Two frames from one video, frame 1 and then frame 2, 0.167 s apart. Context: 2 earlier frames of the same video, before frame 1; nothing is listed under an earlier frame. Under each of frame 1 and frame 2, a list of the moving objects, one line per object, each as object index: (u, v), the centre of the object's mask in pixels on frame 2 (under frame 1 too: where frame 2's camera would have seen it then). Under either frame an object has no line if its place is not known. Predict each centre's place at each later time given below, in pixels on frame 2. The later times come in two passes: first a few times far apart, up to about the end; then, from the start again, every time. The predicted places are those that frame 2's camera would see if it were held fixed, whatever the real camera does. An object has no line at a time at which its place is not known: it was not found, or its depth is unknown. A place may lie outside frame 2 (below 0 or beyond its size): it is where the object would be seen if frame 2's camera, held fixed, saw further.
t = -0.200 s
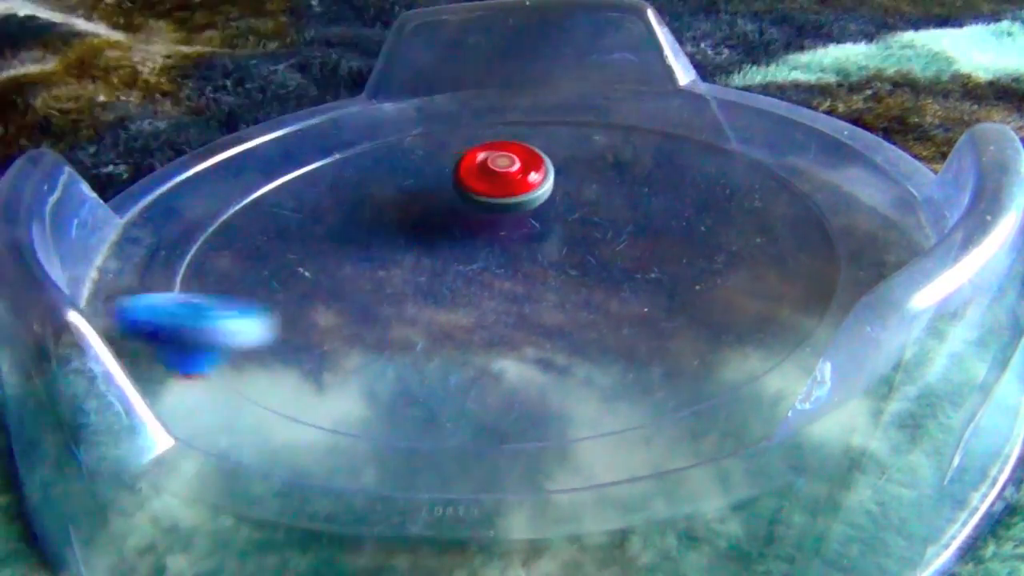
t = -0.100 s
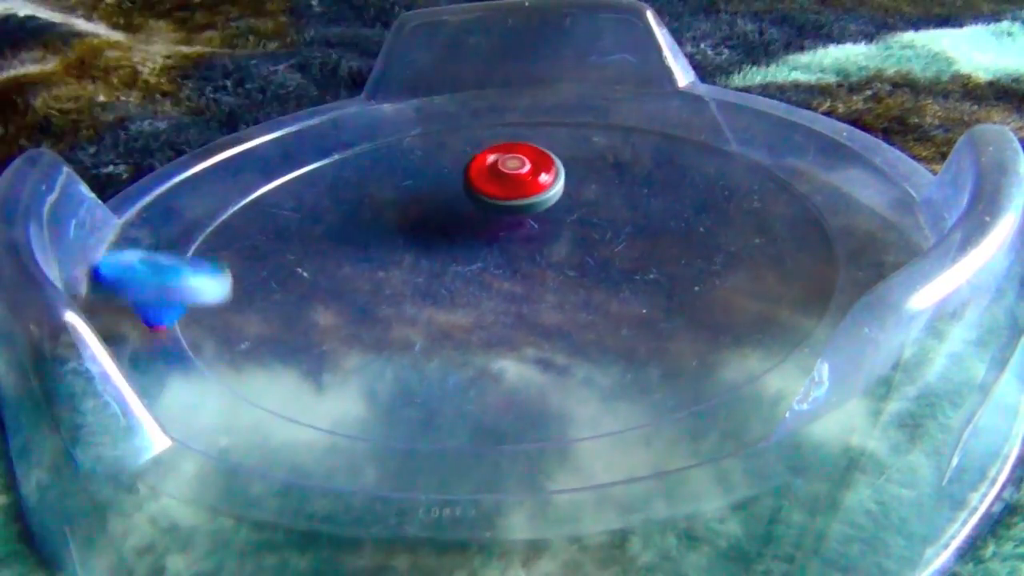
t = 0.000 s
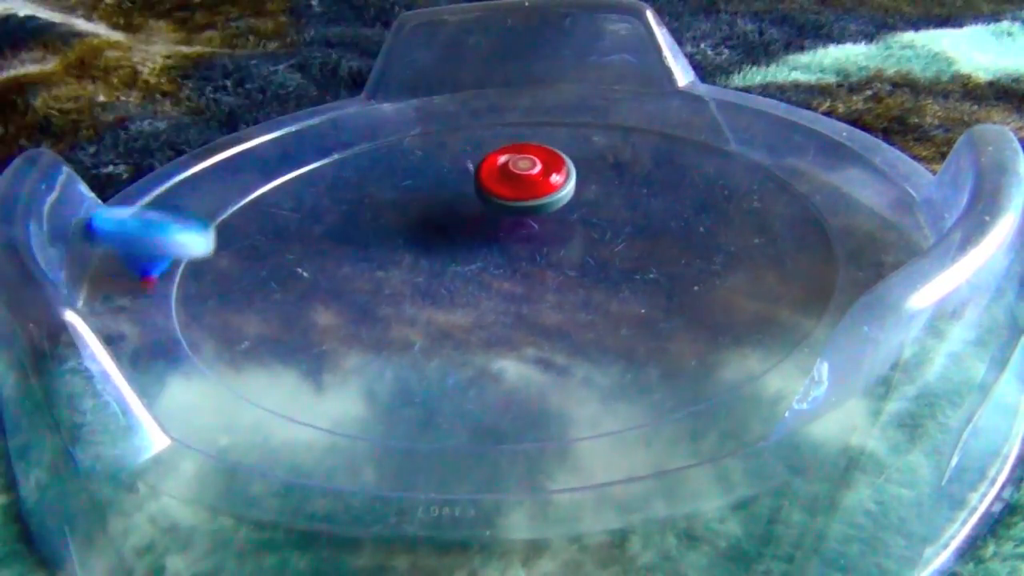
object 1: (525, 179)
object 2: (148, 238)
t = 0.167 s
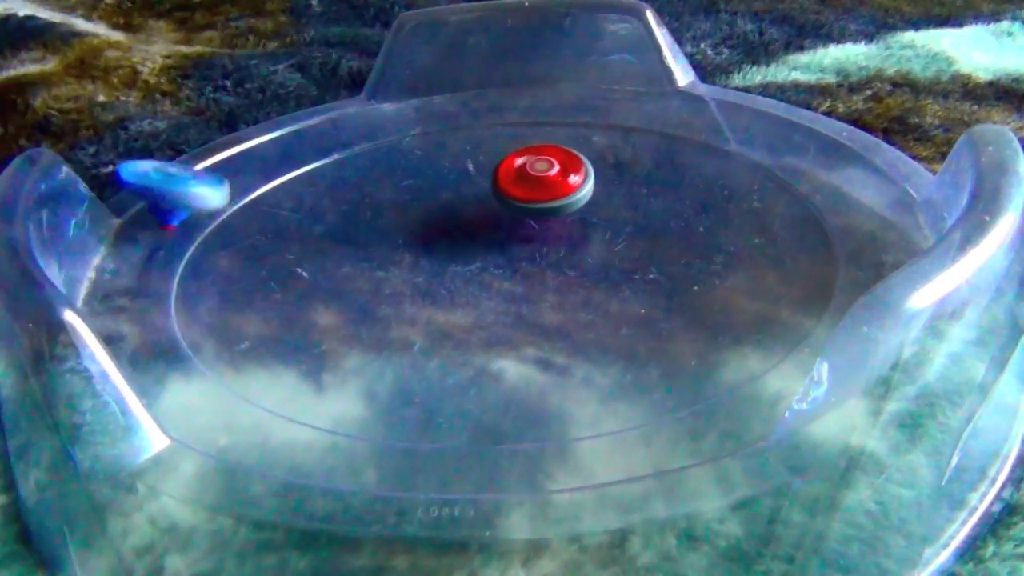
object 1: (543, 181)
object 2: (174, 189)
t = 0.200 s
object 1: (547, 181)
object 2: (166, 181)
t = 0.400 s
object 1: (566, 186)
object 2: (150, 178)
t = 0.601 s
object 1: (582, 193)
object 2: (146, 177)
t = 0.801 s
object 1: (600, 202)
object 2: (159, 165)
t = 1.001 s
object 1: (617, 210)
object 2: (180, 151)
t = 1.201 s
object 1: (626, 218)
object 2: (200, 140)
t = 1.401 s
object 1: (632, 229)
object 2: (225, 128)
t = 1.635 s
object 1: (641, 245)
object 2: (261, 113)
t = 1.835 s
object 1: (647, 256)
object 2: (292, 102)
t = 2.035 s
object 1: (641, 265)
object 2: (312, 96)
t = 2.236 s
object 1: (626, 277)
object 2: (327, 99)
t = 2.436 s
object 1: (608, 291)
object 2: (338, 100)
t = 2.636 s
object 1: (588, 304)
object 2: (398, 180)
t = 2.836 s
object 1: (566, 312)
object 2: (644, 216)
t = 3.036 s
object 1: (539, 320)
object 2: (713, 97)
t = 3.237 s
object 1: (511, 323)
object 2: (622, 90)
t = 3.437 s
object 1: (478, 324)
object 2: (496, 192)
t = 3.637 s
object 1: (360, 379)
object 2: (688, 214)
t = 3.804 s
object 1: (419, 377)
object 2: (745, 112)
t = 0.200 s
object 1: (547, 181)
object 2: (166, 181)
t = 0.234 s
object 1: (550, 182)
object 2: (153, 175)
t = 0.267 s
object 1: (554, 183)
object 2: (144, 170)
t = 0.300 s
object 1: (557, 183)
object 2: (145, 176)
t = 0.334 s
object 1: (560, 184)
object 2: (141, 177)
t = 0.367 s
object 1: (563, 184)
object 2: (147, 179)
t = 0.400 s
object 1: (566, 186)
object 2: (150, 178)
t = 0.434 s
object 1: (569, 187)
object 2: (149, 176)
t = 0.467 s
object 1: (572, 188)
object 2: (145, 173)
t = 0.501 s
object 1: (574, 189)
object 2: (146, 175)
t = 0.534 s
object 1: (577, 190)
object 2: (146, 175)
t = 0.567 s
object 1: (580, 191)
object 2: (144, 175)
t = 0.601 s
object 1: (582, 193)
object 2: (146, 177)
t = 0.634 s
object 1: (585, 194)
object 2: (147, 176)
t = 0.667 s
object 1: (588, 195)
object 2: (148, 173)
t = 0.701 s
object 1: (591, 197)
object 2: (151, 172)
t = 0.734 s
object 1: (594, 198)
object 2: (153, 170)
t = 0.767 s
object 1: (597, 200)
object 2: (157, 169)
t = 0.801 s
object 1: (600, 202)
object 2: (159, 165)
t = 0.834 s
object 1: (603, 203)
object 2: (163, 163)
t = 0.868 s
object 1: (606, 205)
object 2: (167, 160)
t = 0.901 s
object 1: (609, 206)
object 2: (170, 157)
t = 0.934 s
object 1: (612, 208)
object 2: (174, 155)
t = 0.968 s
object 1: (615, 209)
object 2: (177, 153)
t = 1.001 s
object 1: (617, 210)
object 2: (180, 151)
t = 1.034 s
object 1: (619, 212)
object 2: (183, 149)
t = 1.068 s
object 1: (620, 213)
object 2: (185, 147)
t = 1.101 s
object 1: (622, 214)
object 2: (190, 147)
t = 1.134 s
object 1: (623, 216)
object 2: (193, 144)
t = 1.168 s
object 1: (625, 217)
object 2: (195, 142)
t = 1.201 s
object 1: (626, 218)
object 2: (200, 140)
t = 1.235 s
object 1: (627, 219)
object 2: (203, 139)
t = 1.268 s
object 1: (628, 221)
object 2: (207, 138)
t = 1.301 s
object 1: (628, 223)
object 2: (211, 134)
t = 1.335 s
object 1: (629, 225)
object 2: (215, 132)
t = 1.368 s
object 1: (630, 227)
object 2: (220, 130)
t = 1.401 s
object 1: (632, 229)
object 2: (225, 128)
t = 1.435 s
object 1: (633, 231)
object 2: (229, 125)
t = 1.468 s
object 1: (634, 233)
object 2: (235, 124)
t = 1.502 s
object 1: (635, 236)
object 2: (241, 121)
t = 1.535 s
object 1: (636, 238)
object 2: (244, 119)
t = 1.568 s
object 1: (638, 241)
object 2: (250, 117)
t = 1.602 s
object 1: (639, 243)
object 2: (255, 116)
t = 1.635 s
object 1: (641, 245)
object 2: (261, 113)
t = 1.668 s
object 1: (643, 247)
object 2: (266, 110)
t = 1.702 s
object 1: (645, 249)
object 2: (273, 111)
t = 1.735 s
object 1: (646, 251)
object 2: (279, 111)
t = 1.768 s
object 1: (647, 253)
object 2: (284, 108)
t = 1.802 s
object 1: (647, 254)
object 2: (288, 105)
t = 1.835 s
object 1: (647, 256)
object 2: (292, 102)
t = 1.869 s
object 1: (647, 257)
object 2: (296, 108)
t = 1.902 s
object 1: (646, 259)
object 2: (301, 108)
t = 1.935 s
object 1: (645, 260)
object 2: (305, 107)
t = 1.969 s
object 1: (644, 261)
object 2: (308, 105)
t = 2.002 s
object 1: (643, 263)
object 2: (311, 101)
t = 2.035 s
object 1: (641, 265)
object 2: (312, 96)
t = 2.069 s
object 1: (639, 266)
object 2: (314, 96)
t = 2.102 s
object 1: (637, 268)
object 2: (317, 102)
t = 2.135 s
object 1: (634, 270)
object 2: (321, 103)
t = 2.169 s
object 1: (631, 272)
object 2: (323, 102)
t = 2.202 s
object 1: (629, 275)
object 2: (325, 102)
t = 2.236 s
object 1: (626, 277)
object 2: (327, 99)
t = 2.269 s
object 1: (623, 280)
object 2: (329, 94)
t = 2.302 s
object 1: (620, 282)
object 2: (329, 89)
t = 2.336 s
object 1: (617, 284)
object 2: (331, 92)
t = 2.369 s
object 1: (614, 286)
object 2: (334, 95)
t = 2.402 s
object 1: (611, 289)
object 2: (336, 98)
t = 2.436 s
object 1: (608, 291)
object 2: (338, 100)
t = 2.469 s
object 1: (605, 294)
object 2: (341, 105)
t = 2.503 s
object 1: (601, 296)
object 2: (345, 112)
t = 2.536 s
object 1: (598, 298)
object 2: (352, 123)
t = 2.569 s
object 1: (595, 300)
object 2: (363, 139)
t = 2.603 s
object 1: (591, 302)
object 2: (379, 157)
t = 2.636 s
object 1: (588, 304)
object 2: (398, 180)
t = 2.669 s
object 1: (584, 306)
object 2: (427, 202)
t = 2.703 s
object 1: (581, 307)
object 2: (463, 217)
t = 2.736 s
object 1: (577, 308)
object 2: (507, 229)
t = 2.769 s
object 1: (574, 310)
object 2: (553, 232)
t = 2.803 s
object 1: (570, 311)
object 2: (600, 228)
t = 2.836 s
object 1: (566, 312)
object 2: (644, 216)
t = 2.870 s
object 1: (561, 314)
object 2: (682, 201)
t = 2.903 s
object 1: (557, 315)
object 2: (712, 180)
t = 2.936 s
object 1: (552, 316)
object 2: (734, 157)
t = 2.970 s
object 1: (548, 317)
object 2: (746, 133)
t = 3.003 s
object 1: (544, 319)
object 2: (734, 108)
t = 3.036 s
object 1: (539, 320)
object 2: (713, 97)
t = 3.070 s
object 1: (534, 321)
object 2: (693, 83)
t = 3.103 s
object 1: (529, 321)
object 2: (678, 66)
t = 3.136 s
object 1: (526, 321)
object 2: (664, 64)
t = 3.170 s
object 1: (521, 322)
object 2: (649, 81)
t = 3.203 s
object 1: (516, 322)
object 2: (634, 88)
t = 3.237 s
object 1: (511, 323)
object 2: (622, 90)
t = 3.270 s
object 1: (505, 323)
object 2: (604, 96)
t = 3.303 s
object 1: (500, 323)
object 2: (582, 106)
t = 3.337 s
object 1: (494, 323)
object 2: (559, 119)
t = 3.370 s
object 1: (489, 324)
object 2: (536, 138)
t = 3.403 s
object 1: (483, 324)
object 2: (512, 165)
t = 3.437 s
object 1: (478, 324)
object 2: (496, 192)
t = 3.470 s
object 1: (472, 325)
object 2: (488, 222)
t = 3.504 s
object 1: (466, 324)
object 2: (491, 250)
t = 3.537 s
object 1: (449, 334)
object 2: (523, 263)
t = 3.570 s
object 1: (409, 360)
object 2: (579, 250)
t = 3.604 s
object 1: (371, 382)
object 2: (635, 234)
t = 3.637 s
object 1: (360, 379)
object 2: (688, 214)
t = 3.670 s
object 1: (359, 386)
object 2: (729, 192)
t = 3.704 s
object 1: (368, 386)
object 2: (761, 168)
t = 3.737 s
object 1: (388, 386)
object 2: (777, 146)
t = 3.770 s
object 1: (405, 383)
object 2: (762, 123)
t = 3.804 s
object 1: (419, 377)
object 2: (745, 112)
